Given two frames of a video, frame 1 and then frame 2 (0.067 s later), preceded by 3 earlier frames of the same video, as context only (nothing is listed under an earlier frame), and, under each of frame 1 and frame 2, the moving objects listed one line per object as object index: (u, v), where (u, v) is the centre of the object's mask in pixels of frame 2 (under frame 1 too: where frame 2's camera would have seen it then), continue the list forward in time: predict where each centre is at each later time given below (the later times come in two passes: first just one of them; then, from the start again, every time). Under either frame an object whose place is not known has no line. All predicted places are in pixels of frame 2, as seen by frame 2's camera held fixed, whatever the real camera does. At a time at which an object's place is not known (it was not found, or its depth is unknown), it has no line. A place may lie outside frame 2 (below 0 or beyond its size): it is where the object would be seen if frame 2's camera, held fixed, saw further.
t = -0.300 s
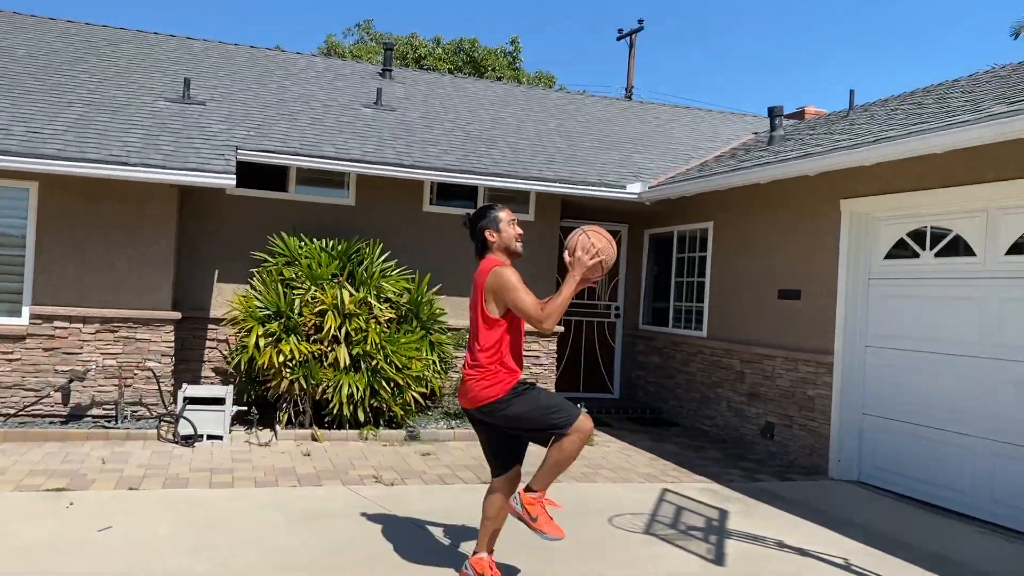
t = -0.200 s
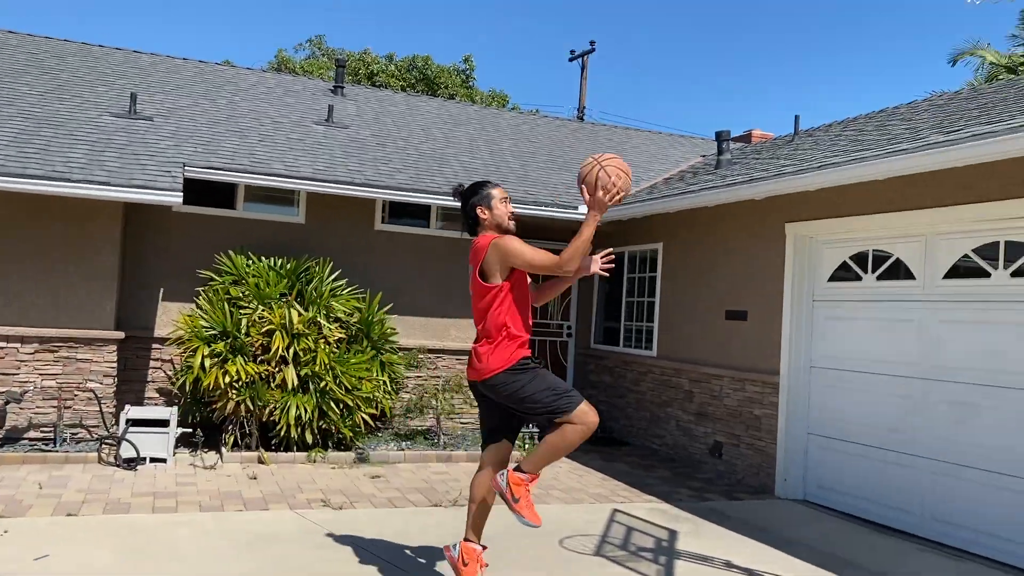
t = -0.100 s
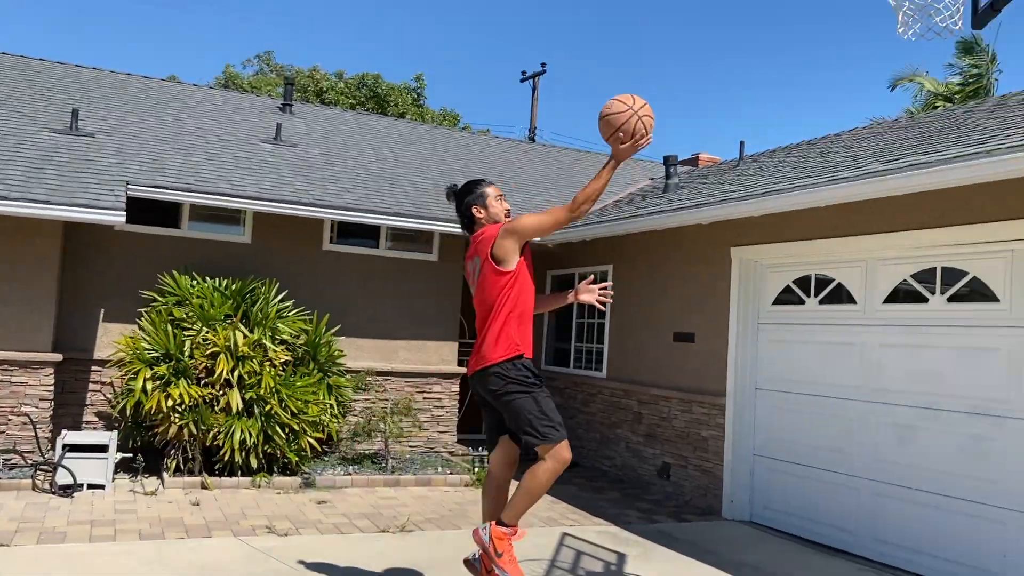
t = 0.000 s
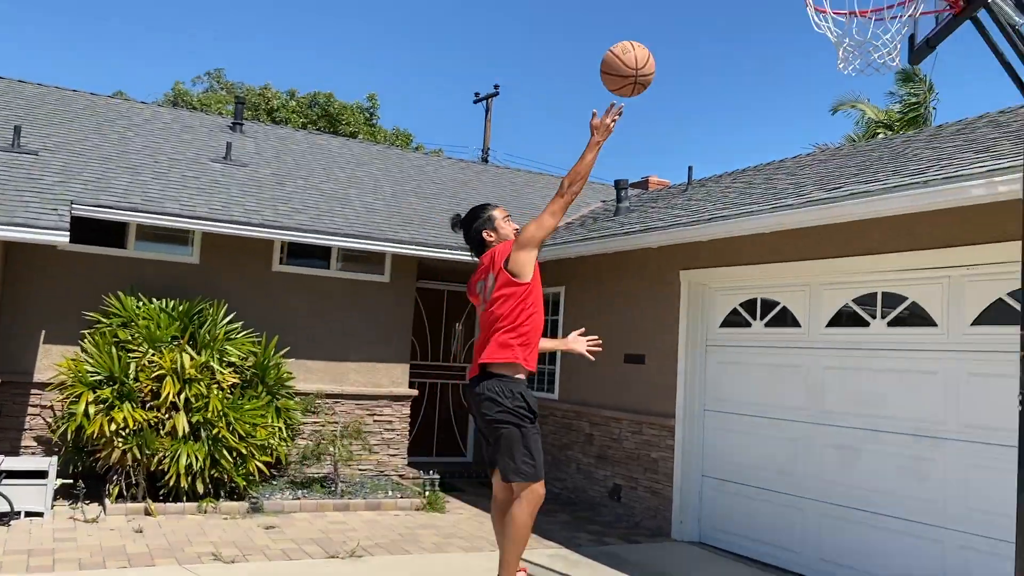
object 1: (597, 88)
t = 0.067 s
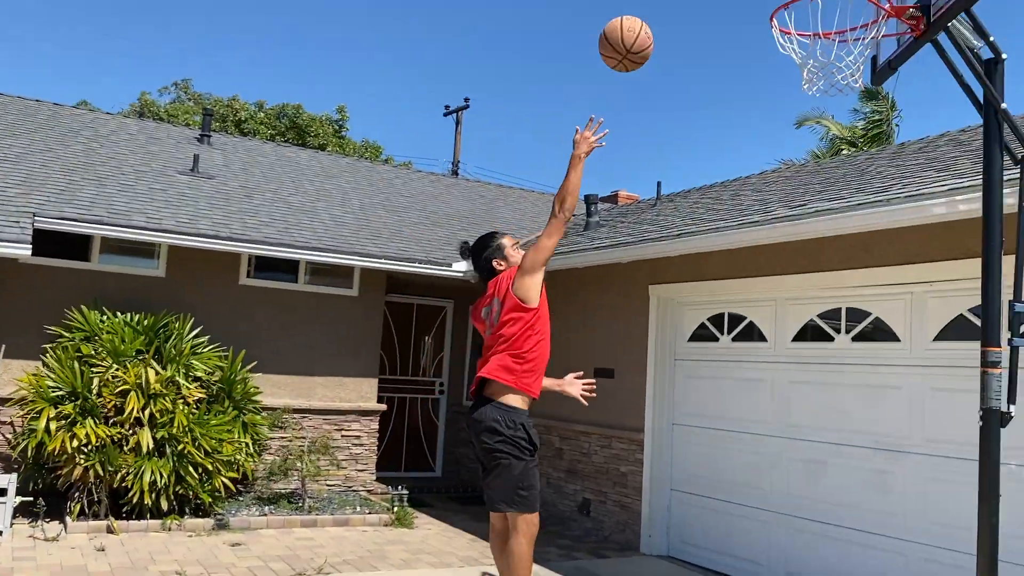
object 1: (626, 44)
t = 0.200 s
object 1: (679, -16)
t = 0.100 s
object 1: (639, 25)
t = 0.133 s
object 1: (653, 9)
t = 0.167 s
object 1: (666, -5)
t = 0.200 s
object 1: (679, -16)
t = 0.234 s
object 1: (693, -25)
